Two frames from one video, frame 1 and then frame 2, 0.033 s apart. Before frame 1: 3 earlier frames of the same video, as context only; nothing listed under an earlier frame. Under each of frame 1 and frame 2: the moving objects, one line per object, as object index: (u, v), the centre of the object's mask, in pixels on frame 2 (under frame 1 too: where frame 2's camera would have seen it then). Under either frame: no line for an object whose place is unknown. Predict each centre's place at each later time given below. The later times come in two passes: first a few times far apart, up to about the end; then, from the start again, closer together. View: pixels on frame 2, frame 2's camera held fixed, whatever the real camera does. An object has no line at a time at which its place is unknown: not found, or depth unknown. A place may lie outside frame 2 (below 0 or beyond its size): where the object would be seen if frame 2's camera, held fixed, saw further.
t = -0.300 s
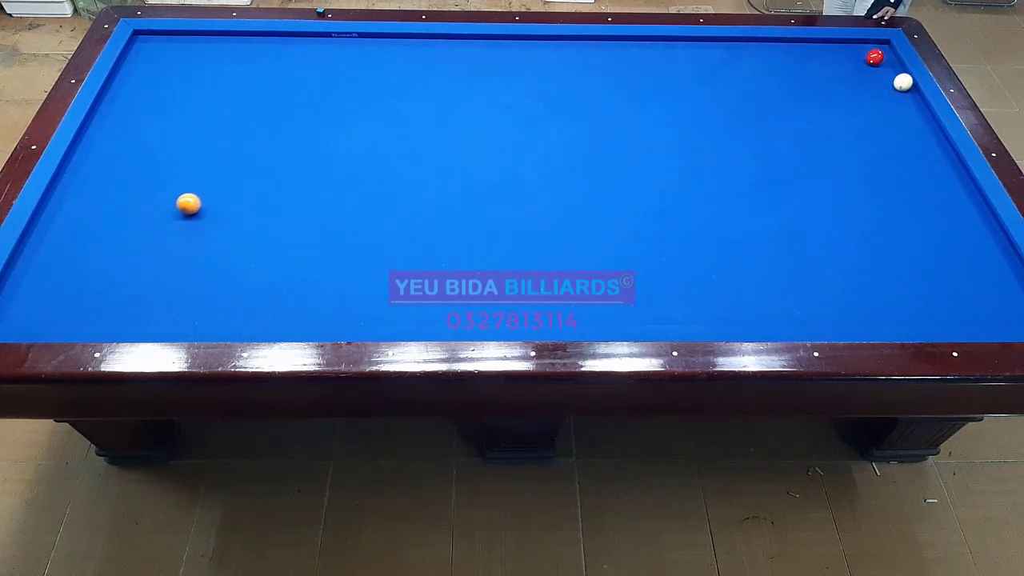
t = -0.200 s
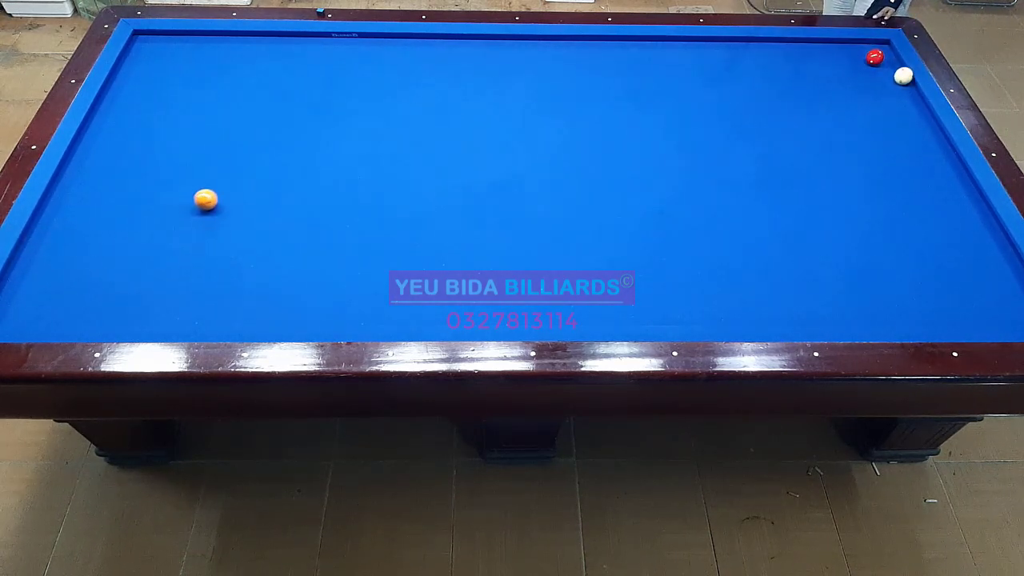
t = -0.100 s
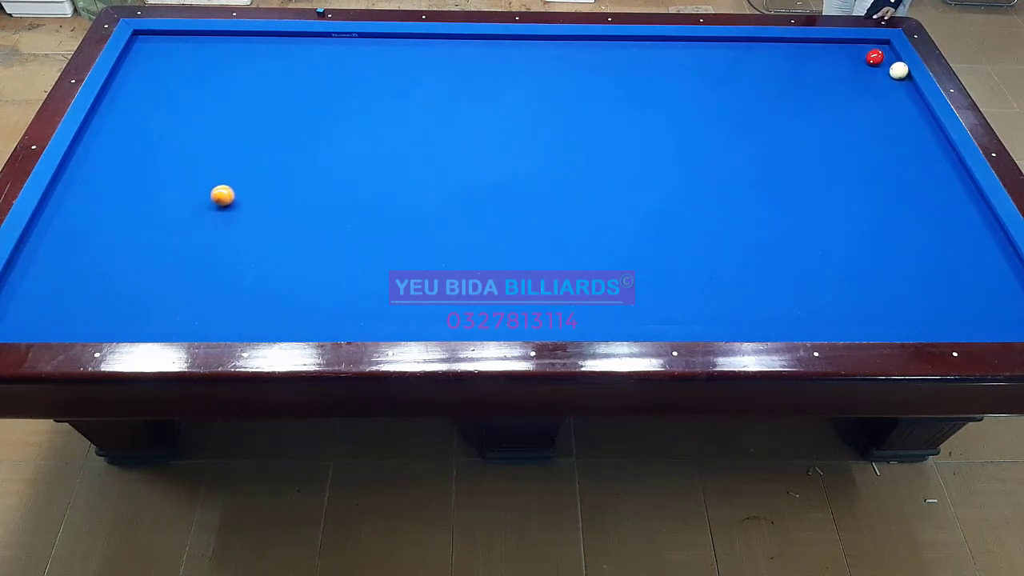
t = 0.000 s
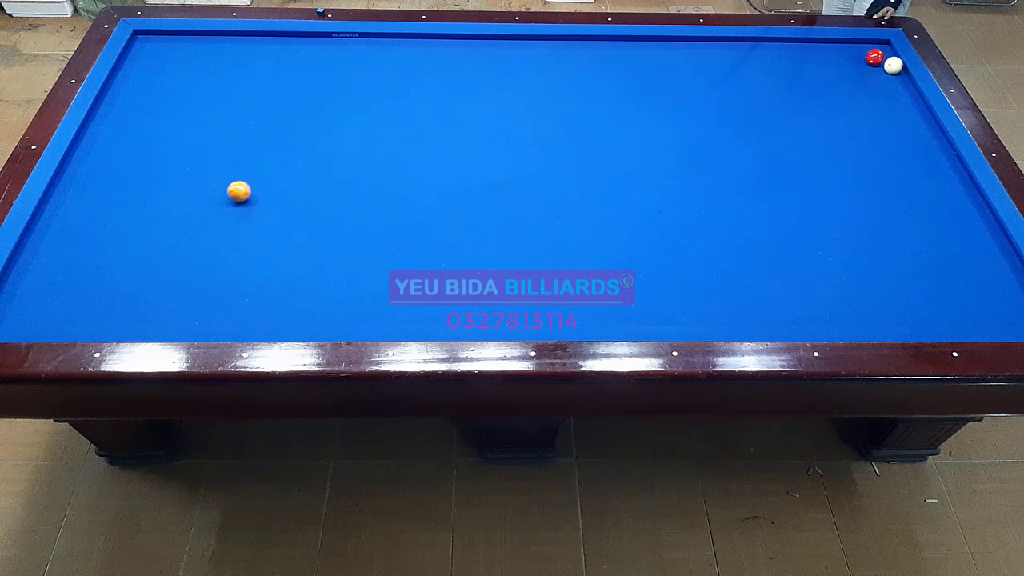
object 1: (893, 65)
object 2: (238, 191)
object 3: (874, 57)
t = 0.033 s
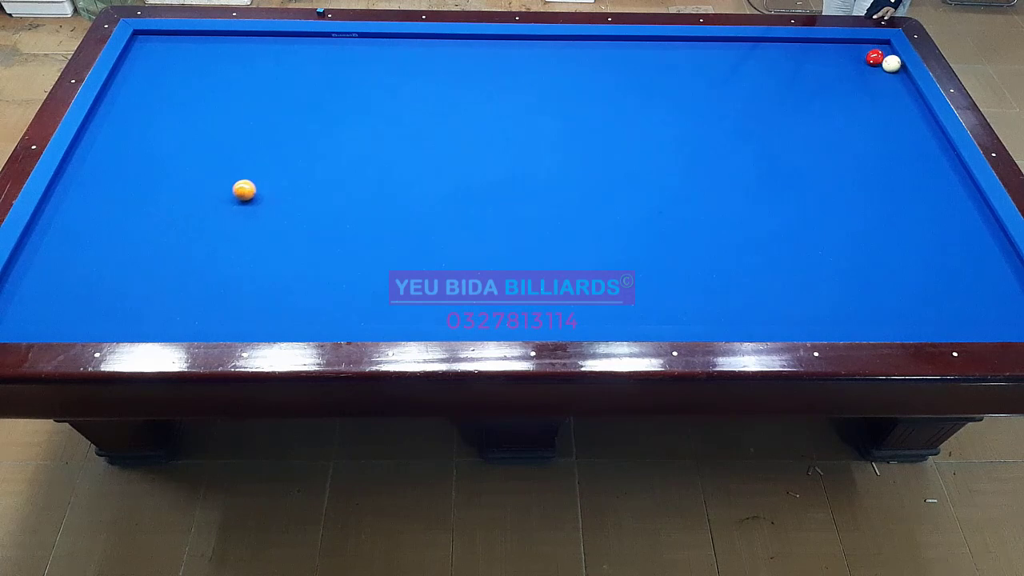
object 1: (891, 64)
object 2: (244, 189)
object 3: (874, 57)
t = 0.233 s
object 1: (891, 58)
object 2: (276, 182)
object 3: (865, 53)
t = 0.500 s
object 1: (888, 51)
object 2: (316, 172)
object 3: (854, 49)
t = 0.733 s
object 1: (883, 46)
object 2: (349, 164)
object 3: (845, 45)
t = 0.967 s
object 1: (879, 45)
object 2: (380, 157)
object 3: (838, 44)
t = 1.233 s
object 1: (877, 48)
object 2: (414, 149)
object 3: (835, 45)
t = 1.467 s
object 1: (875, 50)
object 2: (442, 142)
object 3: (831, 47)
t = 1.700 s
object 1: (874, 52)
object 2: (468, 136)
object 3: (829, 48)
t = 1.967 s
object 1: (872, 54)
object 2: (497, 129)
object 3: (827, 49)
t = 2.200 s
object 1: (870, 55)
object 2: (520, 123)
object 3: (825, 50)
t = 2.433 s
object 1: (869, 56)
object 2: (543, 117)
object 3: (824, 50)
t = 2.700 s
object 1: (868, 57)
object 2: (567, 111)
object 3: (824, 51)
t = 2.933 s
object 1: (868, 57)
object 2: (588, 105)
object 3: (824, 51)
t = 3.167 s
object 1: (868, 58)
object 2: (607, 100)
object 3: (824, 51)
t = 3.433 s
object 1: (868, 58)
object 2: (627, 95)
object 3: (824, 51)
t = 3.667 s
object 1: (868, 58)
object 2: (644, 91)
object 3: (824, 51)
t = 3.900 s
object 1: (868, 58)
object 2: (660, 86)
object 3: (824, 51)
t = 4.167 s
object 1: (868, 58)
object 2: (677, 82)
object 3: (824, 51)
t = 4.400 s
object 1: (868, 58)
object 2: (691, 78)
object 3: (824, 51)
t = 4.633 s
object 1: (868, 58)
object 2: (704, 75)
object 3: (824, 51)
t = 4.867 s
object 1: (868, 58)
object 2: (716, 72)
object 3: (824, 51)
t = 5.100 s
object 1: (868, 58)
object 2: (728, 69)
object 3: (824, 51)
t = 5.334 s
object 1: (867, 58)
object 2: (739, 67)
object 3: (824, 51)
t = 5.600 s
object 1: (868, 58)
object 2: (750, 64)
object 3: (824, 51)
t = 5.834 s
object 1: (867, 58)
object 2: (760, 62)
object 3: (824, 51)
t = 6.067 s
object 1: (868, 58)
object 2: (768, 61)
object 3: (824, 51)
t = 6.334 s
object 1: (868, 58)
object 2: (777, 59)
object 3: (824, 51)
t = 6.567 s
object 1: (868, 58)
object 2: (784, 57)
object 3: (824, 51)
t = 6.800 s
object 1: (868, 58)
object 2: (790, 56)
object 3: (824, 51)
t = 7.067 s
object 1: (868, 58)
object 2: (797, 55)
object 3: (824, 51)
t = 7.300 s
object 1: (868, 58)
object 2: (802, 55)
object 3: (824, 51)
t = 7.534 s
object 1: (868, 58)
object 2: (807, 55)
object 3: (824, 51)
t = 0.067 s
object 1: (891, 63)
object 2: (249, 188)
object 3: (873, 56)
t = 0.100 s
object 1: (891, 62)
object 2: (255, 187)
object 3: (871, 56)
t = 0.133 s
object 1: (891, 61)
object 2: (260, 186)
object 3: (870, 55)
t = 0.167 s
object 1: (891, 60)
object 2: (265, 185)
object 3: (868, 55)
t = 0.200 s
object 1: (891, 59)
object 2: (270, 183)
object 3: (867, 54)
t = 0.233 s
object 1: (891, 58)
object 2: (276, 182)
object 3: (865, 53)
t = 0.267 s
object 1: (891, 57)
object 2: (281, 181)
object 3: (863, 53)
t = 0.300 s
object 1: (891, 56)
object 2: (286, 179)
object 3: (862, 52)
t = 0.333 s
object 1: (891, 55)
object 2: (291, 178)
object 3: (861, 52)
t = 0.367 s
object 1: (891, 55)
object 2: (296, 177)
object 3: (860, 51)
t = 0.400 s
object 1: (890, 54)
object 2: (301, 176)
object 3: (858, 50)
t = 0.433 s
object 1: (889, 53)
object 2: (306, 175)
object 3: (857, 50)
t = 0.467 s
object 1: (889, 52)
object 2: (311, 173)
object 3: (855, 49)
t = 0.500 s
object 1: (888, 51)
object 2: (316, 172)
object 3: (854, 49)
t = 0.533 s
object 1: (887, 51)
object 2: (321, 171)
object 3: (853, 48)
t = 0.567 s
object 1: (886, 50)
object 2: (325, 170)
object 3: (852, 48)
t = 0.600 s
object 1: (886, 49)
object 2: (330, 169)
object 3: (850, 47)
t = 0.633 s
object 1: (885, 48)
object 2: (335, 168)
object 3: (849, 47)
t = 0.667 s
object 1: (884, 48)
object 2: (340, 167)
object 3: (848, 46)
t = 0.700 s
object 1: (883, 47)
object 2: (344, 165)
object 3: (846, 46)
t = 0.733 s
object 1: (883, 46)
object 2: (349, 164)
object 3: (845, 45)
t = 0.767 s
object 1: (882, 46)
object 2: (353, 163)
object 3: (844, 45)
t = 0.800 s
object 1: (881, 45)
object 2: (358, 162)
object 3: (842, 44)
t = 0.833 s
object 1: (881, 45)
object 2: (362, 161)
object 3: (842, 44)
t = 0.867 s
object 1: (880, 44)
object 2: (367, 160)
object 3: (840, 44)
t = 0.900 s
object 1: (880, 44)
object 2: (372, 159)
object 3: (839, 43)
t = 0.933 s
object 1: (880, 45)
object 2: (376, 158)
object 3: (839, 43)
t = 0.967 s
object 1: (879, 45)
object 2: (380, 157)
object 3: (838, 44)
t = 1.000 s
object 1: (879, 45)
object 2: (385, 156)
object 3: (838, 44)
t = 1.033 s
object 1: (879, 46)
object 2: (389, 155)
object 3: (837, 44)
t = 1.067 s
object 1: (878, 46)
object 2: (393, 154)
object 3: (837, 44)
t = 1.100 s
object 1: (878, 46)
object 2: (397, 153)
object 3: (836, 44)
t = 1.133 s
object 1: (878, 47)
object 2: (402, 152)
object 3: (836, 45)
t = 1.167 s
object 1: (878, 47)
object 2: (406, 151)
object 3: (835, 45)
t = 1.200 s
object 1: (877, 48)
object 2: (410, 150)
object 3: (835, 45)
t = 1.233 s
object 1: (877, 48)
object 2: (414, 149)
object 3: (835, 45)
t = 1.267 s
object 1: (877, 48)
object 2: (418, 148)
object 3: (834, 45)
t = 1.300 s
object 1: (876, 48)
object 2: (422, 147)
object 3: (833, 46)
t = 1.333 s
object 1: (876, 49)
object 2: (426, 146)
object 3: (833, 46)
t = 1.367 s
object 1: (876, 49)
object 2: (430, 145)
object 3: (833, 46)
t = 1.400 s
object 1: (876, 49)
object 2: (434, 144)
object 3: (832, 46)
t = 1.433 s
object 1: (875, 50)
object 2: (438, 143)
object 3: (832, 46)
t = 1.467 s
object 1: (875, 50)
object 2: (442, 142)
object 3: (831, 47)
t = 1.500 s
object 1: (875, 50)
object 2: (446, 141)
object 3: (831, 47)
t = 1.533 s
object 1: (875, 50)
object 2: (450, 140)
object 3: (831, 47)
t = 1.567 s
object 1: (875, 51)
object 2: (453, 139)
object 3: (830, 47)
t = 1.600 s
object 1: (874, 51)
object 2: (457, 138)
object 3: (830, 47)
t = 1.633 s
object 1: (874, 51)
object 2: (461, 137)
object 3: (830, 47)
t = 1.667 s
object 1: (874, 52)
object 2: (464, 137)
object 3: (829, 48)
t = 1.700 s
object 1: (874, 52)
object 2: (468, 136)
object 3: (829, 48)
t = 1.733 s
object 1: (873, 52)
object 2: (472, 135)
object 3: (829, 48)
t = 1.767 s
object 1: (873, 52)
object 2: (476, 133)
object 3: (828, 48)
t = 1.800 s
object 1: (873, 53)
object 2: (479, 132)
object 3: (828, 48)
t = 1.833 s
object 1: (873, 53)
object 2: (483, 132)
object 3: (828, 49)
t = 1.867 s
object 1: (872, 53)
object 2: (486, 131)
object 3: (828, 49)
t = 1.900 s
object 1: (872, 53)
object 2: (490, 130)
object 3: (827, 49)
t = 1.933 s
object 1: (872, 53)
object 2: (493, 129)
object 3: (827, 49)
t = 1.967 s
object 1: (872, 54)
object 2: (497, 129)
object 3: (827, 49)
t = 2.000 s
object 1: (872, 54)
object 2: (500, 127)
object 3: (826, 49)
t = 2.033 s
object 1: (871, 54)
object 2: (504, 127)
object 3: (826, 49)
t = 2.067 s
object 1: (871, 54)
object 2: (507, 126)
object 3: (826, 49)
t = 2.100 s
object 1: (871, 54)
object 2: (510, 125)
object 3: (826, 49)
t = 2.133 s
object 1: (871, 55)
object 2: (514, 124)
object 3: (826, 50)
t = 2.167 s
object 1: (870, 55)
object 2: (517, 123)
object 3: (825, 50)
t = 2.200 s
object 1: (870, 55)
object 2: (520, 123)
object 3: (825, 50)
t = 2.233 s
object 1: (870, 55)
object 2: (524, 122)
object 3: (825, 50)
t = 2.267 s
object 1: (870, 55)
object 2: (527, 121)
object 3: (825, 50)
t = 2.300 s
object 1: (870, 55)
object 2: (530, 120)
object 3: (825, 50)
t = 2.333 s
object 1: (870, 55)
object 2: (534, 119)
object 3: (825, 50)
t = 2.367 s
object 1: (870, 56)
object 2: (537, 119)
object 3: (824, 50)
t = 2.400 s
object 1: (869, 56)
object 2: (540, 118)
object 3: (824, 50)
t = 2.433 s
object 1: (869, 56)
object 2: (543, 117)
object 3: (824, 50)
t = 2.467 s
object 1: (869, 56)
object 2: (546, 116)
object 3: (824, 50)
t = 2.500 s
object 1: (869, 56)
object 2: (549, 115)
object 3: (824, 50)
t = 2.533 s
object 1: (869, 56)
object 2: (552, 114)
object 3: (824, 50)
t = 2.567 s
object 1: (869, 56)
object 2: (555, 114)
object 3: (824, 51)
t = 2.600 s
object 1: (869, 56)
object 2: (559, 113)
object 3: (824, 51)
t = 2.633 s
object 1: (869, 57)
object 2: (561, 112)
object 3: (824, 51)
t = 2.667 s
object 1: (868, 57)
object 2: (564, 112)
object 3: (824, 51)
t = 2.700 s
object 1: (868, 57)
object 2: (567, 111)
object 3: (824, 51)
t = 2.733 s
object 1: (868, 57)
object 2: (570, 110)
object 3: (824, 51)
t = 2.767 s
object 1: (868, 57)
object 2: (573, 109)
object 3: (824, 51)
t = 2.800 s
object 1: (868, 57)
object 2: (576, 108)
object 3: (824, 51)
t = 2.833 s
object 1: (868, 57)
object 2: (579, 107)
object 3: (824, 51)
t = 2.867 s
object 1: (868, 57)
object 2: (582, 107)
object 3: (824, 51)
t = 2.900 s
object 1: (868, 57)
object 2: (585, 106)
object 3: (824, 51)
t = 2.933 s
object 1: (868, 57)
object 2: (588, 105)
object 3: (824, 51)
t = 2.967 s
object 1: (868, 57)
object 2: (590, 105)
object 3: (824, 51)
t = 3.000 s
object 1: (868, 57)
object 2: (593, 104)
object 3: (824, 51)
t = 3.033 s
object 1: (868, 57)
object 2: (596, 103)
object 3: (824, 51)
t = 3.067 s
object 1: (868, 57)
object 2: (599, 102)
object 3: (824, 51)
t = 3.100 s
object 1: (868, 57)
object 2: (601, 102)
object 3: (824, 51)
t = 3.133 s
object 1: (868, 58)
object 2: (604, 101)
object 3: (824, 51)
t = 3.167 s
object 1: (868, 58)
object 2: (607, 100)
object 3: (824, 51)
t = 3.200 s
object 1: (868, 58)
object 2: (609, 100)
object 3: (824, 51)
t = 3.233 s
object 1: (868, 58)
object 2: (612, 99)
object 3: (824, 51)
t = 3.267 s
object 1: (868, 58)
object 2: (614, 98)
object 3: (824, 51)
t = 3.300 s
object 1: (867, 58)
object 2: (617, 98)
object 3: (824, 51)
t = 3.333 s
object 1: (868, 58)
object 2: (619, 97)
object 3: (824, 51)
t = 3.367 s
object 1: (868, 58)
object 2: (622, 96)
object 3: (824, 51)
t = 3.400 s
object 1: (868, 58)
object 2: (625, 96)
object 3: (824, 51)
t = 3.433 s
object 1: (868, 58)
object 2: (627, 95)
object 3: (824, 51)
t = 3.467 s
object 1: (868, 58)
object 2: (630, 94)
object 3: (824, 51)
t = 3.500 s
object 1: (868, 58)
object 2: (632, 93)
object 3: (824, 51)
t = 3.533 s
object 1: (867, 58)
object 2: (635, 93)
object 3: (824, 51)
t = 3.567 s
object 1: (868, 58)
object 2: (637, 92)
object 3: (824, 51)
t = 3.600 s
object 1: (868, 58)
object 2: (639, 92)
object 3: (824, 51)
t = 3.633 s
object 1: (868, 58)
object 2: (642, 91)
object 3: (824, 51)
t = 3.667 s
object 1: (868, 58)
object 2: (644, 91)
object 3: (824, 51)
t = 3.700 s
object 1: (868, 58)
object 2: (646, 90)
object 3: (824, 51)
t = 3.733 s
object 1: (868, 58)
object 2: (649, 89)
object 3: (824, 51)
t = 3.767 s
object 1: (868, 58)
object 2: (651, 89)
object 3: (824, 51)
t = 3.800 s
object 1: (868, 58)
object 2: (653, 88)
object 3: (824, 51)
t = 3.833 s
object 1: (867, 58)
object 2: (656, 87)
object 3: (824, 51)
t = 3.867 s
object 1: (868, 58)
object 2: (658, 87)
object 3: (824, 51)
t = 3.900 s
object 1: (868, 58)
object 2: (660, 86)
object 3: (824, 51)
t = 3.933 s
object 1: (868, 58)
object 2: (662, 86)
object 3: (824, 51)
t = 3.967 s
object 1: (868, 58)
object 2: (664, 85)
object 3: (824, 51)
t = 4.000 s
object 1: (868, 58)
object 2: (666, 85)
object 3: (824, 51)
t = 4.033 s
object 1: (867, 58)
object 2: (669, 84)
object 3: (824, 51)
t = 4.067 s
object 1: (868, 58)
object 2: (671, 84)
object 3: (824, 51)
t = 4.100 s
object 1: (867, 58)
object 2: (673, 83)
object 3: (824, 51)
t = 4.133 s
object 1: (867, 58)
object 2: (675, 83)
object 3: (824, 51)
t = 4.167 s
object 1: (868, 58)
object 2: (677, 82)
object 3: (824, 51)
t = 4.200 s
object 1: (868, 58)
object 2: (679, 82)
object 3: (824, 51)
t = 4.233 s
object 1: (868, 58)
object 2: (681, 81)
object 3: (824, 51)
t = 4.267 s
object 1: (868, 58)
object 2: (683, 81)
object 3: (824, 51)
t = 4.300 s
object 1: (868, 58)
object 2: (685, 80)
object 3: (824, 51)
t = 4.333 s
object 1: (867, 58)
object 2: (687, 79)
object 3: (824, 51)
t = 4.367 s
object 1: (868, 58)
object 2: (689, 79)
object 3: (824, 51)
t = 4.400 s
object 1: (868, 58)
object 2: (691, 78)
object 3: (824, 51)
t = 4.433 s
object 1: (868, 58)
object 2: (693, 78)
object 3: (824, 51)
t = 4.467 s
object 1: (868, 58)
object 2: (695, 77)
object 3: (824, 51)
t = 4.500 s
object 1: (868, 58)
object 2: (697, 77)
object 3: (824, 51)
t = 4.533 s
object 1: (868, 58)
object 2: (699, 76)
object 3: (824, 51)
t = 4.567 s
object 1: (868, 58)
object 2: (701, 76)
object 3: (824, 51)
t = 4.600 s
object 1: (867, 58)
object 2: (703, 75)
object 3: (824, 51)
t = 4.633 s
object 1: (868, 58)
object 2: (704, 75)
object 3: (824, 51)
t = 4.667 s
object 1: (867, 58)
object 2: (706, 75)
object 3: (824, 51)
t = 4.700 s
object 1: (868, 58)
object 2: (708, 74)
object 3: (824, 51)
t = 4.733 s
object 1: (868, 58)
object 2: (710, 74)
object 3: (824, 51)
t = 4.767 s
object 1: (867, 58)
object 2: (712, 73)
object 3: (824, 51)
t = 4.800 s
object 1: (868, 58)
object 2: (713, 73)
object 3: (824, 51)
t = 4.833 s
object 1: (868, 58)
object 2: (715, 73)
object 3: (824, 51)
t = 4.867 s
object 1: (868, 58)
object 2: (716, 72)
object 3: (824, 51)
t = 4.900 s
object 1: (868, 58)
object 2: (719, 72)
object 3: (824, 51)
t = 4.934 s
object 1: (868, 58)
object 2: (720, 71)
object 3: (824, 51)
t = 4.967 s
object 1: (868, 58)
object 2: (722, 71)
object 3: (824, 51)
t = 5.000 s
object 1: (868, 58)
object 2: (723, 71)
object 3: (824, 51)
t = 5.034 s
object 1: (868, 58)
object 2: (725, 70)
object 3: (824, 51)
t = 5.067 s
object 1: (868, 58)
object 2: (727, 70)
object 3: (824, 51)
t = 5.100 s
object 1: (868, 58)
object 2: (728, 69)
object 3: (824, 51)
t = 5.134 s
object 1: (868, 58)
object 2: (730, 69)
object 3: (824, 51)
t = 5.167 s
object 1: (868, 58)
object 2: (731, 69)
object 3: (824, 51)
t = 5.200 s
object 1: (868, 58)
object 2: (733, 68)
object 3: (824, 51)
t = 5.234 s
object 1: (867, 58)
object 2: (735, 68)
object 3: (824, 51)
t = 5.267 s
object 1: (868, 58)
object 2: (736, 68)
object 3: (824, 51)
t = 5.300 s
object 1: (868, 58)
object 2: (737, 67)
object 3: (824, 51)
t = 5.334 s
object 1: (867, 58)
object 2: (739, 67)
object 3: (824, 51)
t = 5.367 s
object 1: (868, 58)
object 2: (740, 67)
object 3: (824, 51)
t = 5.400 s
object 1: (868, 58)
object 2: (742, 66)
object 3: (824, 51)
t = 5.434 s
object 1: (868, 58)
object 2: (743, 66)
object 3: (824, 51)
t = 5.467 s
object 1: (867, 58)
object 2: (745, 65)
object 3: (824, 51)
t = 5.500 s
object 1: (868, 58)
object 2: (746, 65)
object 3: (824, 51)
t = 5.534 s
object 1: (868, 58)
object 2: (748, 65)
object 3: (824, 51)
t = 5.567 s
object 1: (867, 58)
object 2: (749, 65)
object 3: (824, 51)
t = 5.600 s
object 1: (868, 58)
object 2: (750, 64)
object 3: (824, 51)
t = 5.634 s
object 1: (867, 58)
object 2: (752, 64)
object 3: (824, 51)
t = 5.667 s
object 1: (868, 58)
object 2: (753, 63)
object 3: (824, 51)
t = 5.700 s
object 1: (868, 58)
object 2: (754, 63)
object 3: (824, 51)
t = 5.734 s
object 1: (868, 58)
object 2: (756, 63)
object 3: (824, 51)
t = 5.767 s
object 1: (868, 58)
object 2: (757, 63)
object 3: (824, 51)
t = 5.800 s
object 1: (868, 58)
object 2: (758, 62)
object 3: (824, 51)
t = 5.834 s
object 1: (867, 58)
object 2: (760, 62)
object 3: (824, 51)
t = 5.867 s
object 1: (868, 58)
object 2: (761, 62)
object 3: (824, 51)
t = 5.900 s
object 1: (868, 58)
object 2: (762, 62)
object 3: (824, 51)
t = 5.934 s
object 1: (867, 58)
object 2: (763, 61)
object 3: (824, 51)
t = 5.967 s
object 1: (867, 58)
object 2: (764, 61)
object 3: (824, 51)
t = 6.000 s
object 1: (867, 58)
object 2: (766, 61)
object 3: (824, 51)
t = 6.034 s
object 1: (867, 58)
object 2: (766, 61)
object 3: (824, 51)
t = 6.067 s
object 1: (868, 58)
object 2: (768, 61)
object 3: (824, 51)
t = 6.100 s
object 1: (867, 58)
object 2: (769, 60)
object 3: (824, 51)
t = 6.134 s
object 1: (867, 58)
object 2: (770, 60)
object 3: (824, 51)
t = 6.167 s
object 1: (867, 58)
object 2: (771, 59)
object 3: (824, 51)
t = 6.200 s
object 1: (868, 58)
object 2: (773, 59)
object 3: (824, 51)
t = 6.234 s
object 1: (867, 58)
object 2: (774, 59)
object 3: (824, 51)
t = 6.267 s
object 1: (868, 58)
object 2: (775, 59)
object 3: (824, 51)
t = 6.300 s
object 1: (867, 58)
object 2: (776, 59)
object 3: (824, 51)
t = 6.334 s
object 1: (868, 58)
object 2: (777, 59)
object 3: (824, 51)
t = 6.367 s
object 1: (868, 58)
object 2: (778, 58)
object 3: (824, 51)
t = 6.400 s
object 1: (868, 58)
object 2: (779, 58)
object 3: (824, 51)
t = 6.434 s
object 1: (868, 58)
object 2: (780, 58)
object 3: (824, 51)
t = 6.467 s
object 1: (868, 58)
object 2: (781, 58)
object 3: (824, 51)
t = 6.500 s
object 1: (868, 58)
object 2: (782, 58)
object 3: (824, 51)
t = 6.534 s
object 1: (868, 58)
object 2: (783, 57)
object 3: (824, 51)
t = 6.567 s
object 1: (868, 58)
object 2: (784, 57)
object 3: (824, 51)
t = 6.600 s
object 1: (868, 58)
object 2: (785, 57)
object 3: (824, 51)
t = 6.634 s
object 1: (868, 58)
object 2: (786, 57)
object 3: (824, 51)
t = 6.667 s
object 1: (868, 58)
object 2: (787, 57)
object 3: (824, 51)
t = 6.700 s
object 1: (868, 58)
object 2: (788, 57)
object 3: (824, 51)
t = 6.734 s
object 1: (868, 58)
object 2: (789, 57)
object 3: (824, 51)
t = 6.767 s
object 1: (868, 58)
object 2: (790, 57)
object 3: (824, 51)
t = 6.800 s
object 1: (868, 58)
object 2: (790, 56)
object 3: (824, 51)
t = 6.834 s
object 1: (867, 58)
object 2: (791, 56)
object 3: (824, 51)
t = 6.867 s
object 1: (867, 58)
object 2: (792, 56)
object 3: (824, 51)
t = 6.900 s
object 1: (868, 58)
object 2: (793, 56)
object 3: (824, 51)
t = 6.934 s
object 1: (868, 58)
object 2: (794, 56)
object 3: (824, 51)
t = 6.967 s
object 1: (868, 58)
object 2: (795, 56)
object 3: (824, 51)
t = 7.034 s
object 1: (868, 58)
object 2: (796, 55)
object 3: (824, 51)
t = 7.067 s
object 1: (868, 58)
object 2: (797, 55)
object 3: (824, 51)
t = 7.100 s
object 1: (868, 58)
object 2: (798, 55)
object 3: (824, 51)
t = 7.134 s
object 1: (868, 58)
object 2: (799, 55)
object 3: (824, 51)
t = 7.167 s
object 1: (868, 58)
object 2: (799, 55)
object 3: (824, 51)
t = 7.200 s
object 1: (868, 58)
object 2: (800, 55)
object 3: (824, 51)
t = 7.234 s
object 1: (868, 58)
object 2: (801, 55)
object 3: (824, 51)
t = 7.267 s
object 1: (868, 58)
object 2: (801, 55)
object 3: (824, 51)
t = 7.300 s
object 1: (868, 58)
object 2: (802, 55)
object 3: (824, 51)
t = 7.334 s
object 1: (868, 58)
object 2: (803, 55)
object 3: (824, 51)
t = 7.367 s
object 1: (868, 58)
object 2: (803, 55)
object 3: (824, 51)
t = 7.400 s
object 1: (867, 58)
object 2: (804, 55)
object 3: (824, 51)
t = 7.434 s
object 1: (868, 58)
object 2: (805, 55)
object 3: (824, 51)
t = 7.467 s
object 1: (868, 58)
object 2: (805, 55)
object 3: (824, 51)
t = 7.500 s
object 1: (868, 58)
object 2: (806, 55)
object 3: (824, 51)
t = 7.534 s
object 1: (868, 58)
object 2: (807, 55)
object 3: (824, 51)
